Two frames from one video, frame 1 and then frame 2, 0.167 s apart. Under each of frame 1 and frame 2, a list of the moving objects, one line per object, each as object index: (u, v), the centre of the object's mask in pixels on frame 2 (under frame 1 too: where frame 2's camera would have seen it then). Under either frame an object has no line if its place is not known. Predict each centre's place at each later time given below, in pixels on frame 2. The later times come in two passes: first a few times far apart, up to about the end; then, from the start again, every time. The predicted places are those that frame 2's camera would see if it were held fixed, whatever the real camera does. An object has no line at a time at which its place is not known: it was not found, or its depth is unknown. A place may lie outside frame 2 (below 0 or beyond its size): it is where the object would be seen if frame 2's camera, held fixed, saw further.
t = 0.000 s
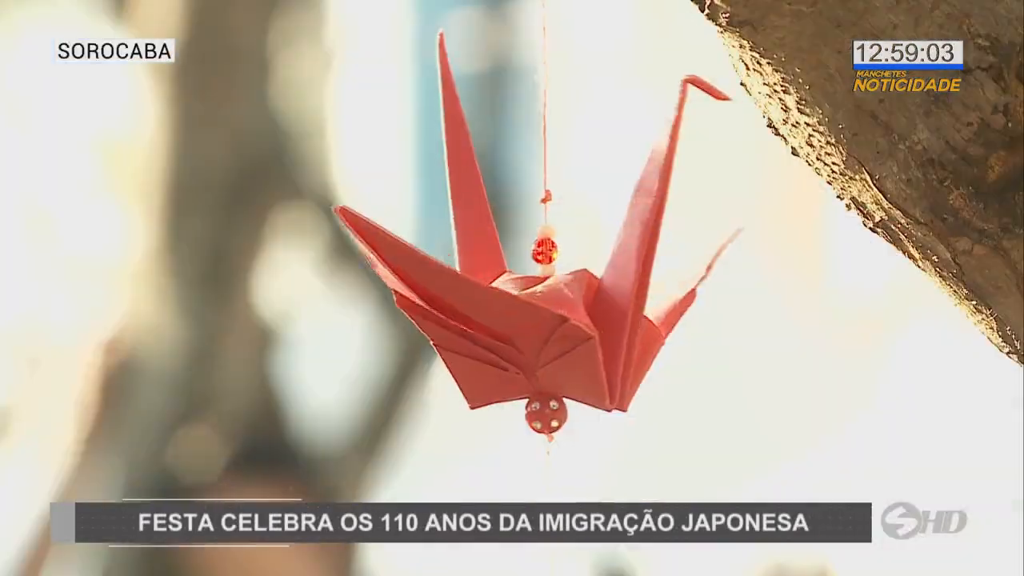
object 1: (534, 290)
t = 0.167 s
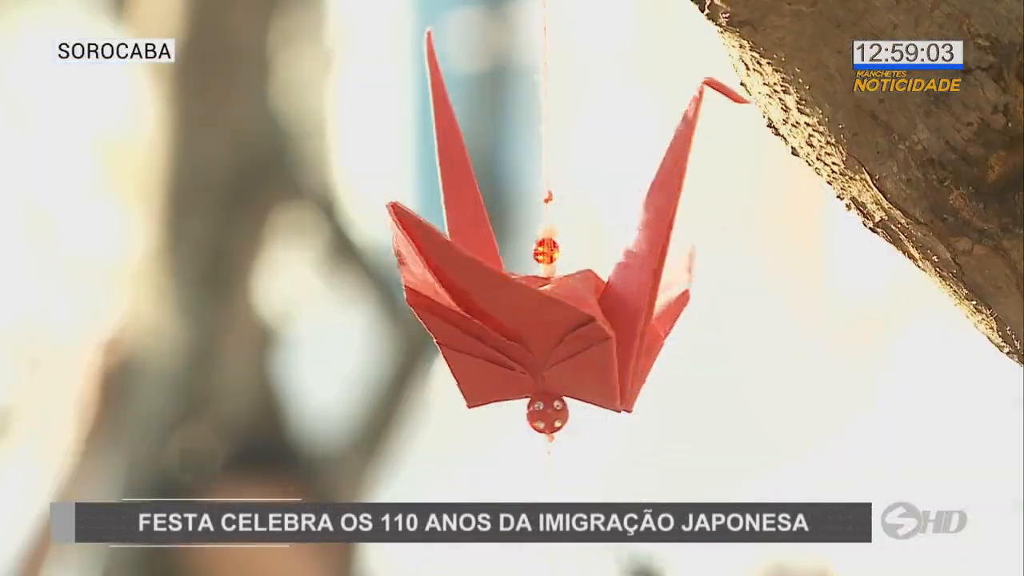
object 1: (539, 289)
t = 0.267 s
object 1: (543, 289)
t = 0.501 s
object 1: (542, 285)
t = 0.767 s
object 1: (551, 286)
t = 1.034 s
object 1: (545, 284)
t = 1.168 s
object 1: (546, 284)
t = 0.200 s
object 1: (540, 289)
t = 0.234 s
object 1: (542, 289)
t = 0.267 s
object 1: (543, 289)
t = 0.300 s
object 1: (543, 289)
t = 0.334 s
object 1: (544, 289)
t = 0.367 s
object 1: (544, 289)
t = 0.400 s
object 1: (543, 288)
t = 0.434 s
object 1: (542, 287)
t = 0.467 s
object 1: (542, 286)
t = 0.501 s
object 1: (542, 285)
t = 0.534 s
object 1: (543, 285)
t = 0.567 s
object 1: (545, 285)
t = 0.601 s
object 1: (546, 285)
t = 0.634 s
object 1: (548, 285)
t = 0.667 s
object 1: (550, 285)
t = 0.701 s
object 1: (551, 285)
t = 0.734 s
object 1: (551, 286)
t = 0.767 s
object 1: (551, 286)
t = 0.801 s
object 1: (551, 287)
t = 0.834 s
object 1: (551, 288)
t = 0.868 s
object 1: (550, 288)
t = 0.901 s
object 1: (549, 289)
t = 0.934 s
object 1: (547, 290)
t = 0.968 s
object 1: (546, 290)
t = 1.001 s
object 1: (545, 285)
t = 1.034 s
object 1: (545, 284)
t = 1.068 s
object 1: (545, 284)
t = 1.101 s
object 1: (545, 284)
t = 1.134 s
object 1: (545, 284)
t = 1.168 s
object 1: (546, 284)
